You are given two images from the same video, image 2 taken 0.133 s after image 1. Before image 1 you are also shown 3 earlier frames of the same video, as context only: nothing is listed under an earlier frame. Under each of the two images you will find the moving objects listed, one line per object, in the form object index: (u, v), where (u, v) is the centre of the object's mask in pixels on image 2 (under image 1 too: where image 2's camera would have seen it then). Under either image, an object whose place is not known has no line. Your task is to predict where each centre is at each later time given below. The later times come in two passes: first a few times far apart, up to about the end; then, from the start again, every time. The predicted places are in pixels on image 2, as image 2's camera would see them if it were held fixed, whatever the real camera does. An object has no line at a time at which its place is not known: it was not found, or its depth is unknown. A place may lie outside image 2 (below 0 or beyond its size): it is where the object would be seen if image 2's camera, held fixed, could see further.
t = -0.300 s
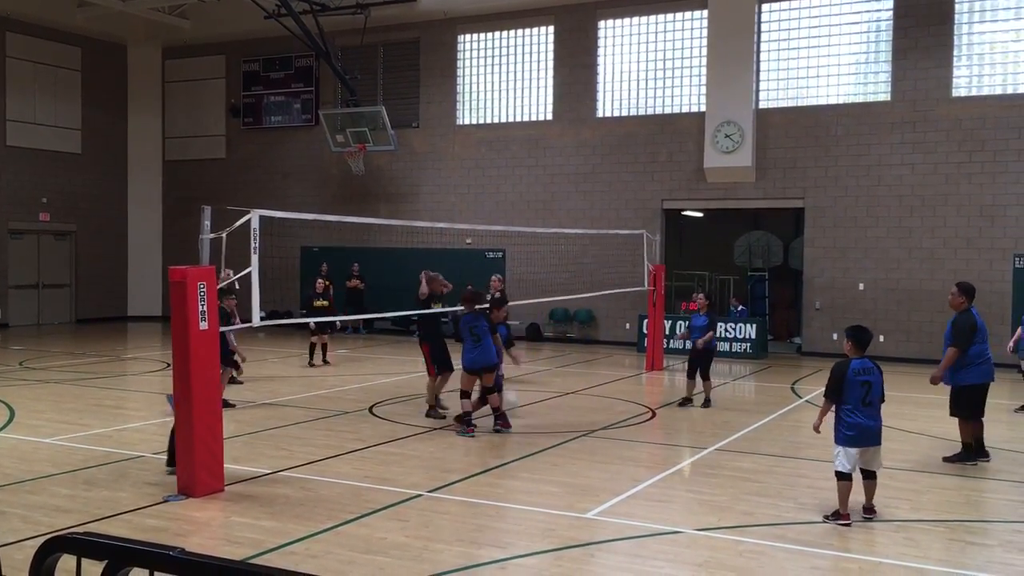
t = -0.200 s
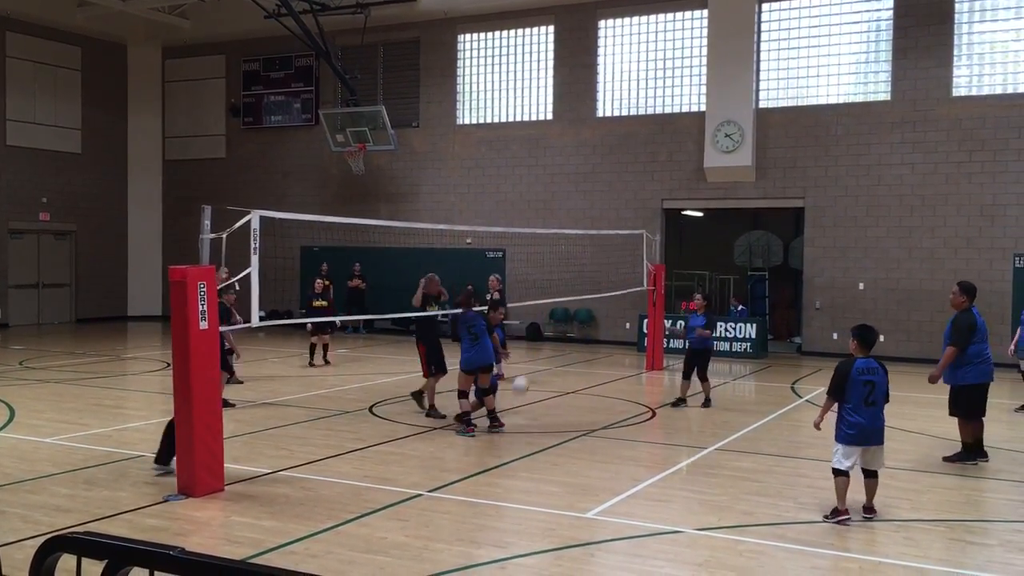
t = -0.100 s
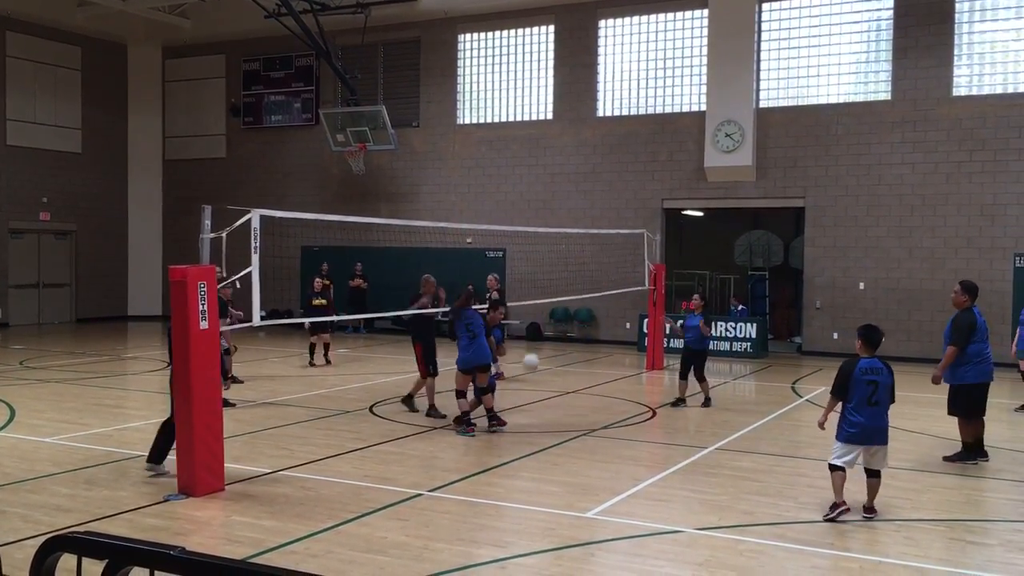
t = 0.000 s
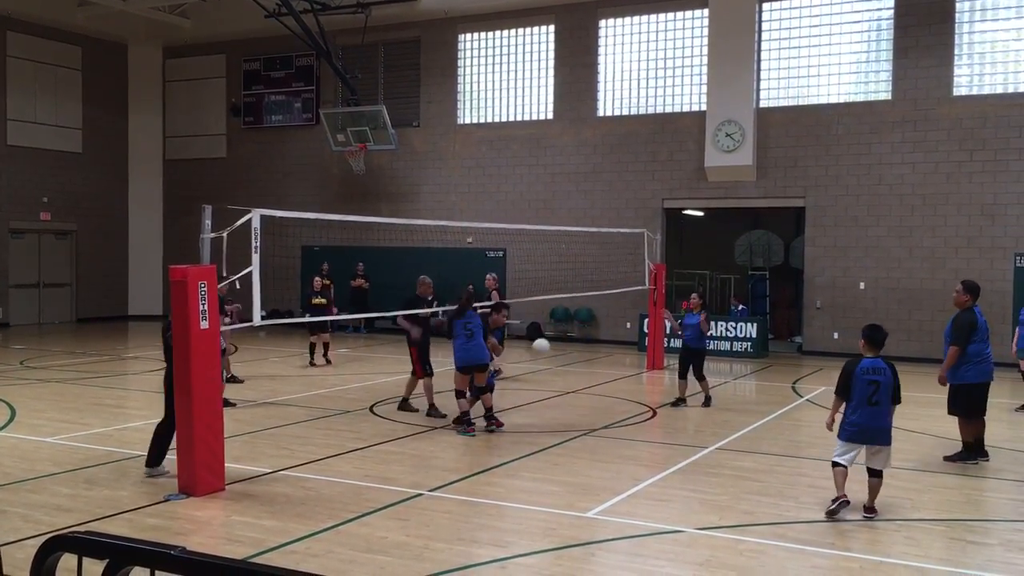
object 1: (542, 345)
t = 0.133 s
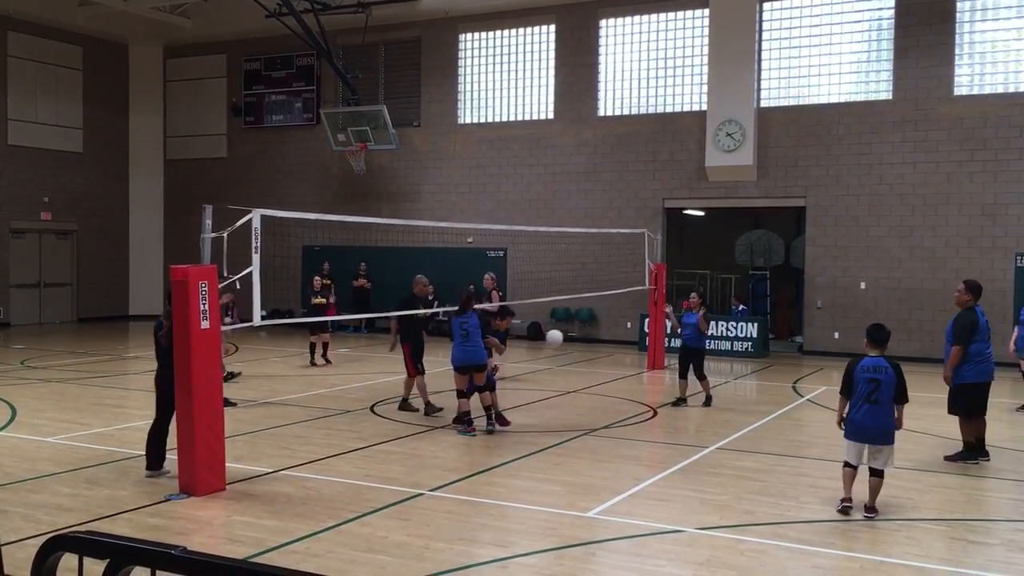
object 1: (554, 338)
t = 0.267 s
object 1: (567, 343)
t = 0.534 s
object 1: (592, 398)
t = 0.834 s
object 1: (619, 373)
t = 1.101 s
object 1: (643, 383)
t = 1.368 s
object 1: (668, 400)
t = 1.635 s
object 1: (691, 394)
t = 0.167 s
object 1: (557, 338)
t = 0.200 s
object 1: (560, 339)
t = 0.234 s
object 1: (564, 340)
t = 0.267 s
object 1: (567, 343)
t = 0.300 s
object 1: (570, 346)
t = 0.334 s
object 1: (573, 350)
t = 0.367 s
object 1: (576, 355)
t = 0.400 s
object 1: (579, 361)
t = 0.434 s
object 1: (582, 369)
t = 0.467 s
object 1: (585, 377)
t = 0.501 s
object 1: (589, 387)
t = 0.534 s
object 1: (592, 398)
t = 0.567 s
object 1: (594, 410)
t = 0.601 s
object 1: (598, 411)
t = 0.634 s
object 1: (601, 403)
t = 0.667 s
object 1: (604, 395)
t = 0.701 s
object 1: (607, 389)
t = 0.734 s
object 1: (610, 384)
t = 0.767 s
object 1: (613, 379)
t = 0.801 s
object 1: (616, 376)
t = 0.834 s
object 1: (619, 373)
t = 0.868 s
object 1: (623, 371)
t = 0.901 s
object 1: (626, 370)
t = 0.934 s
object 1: (629, 370)
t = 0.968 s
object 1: (632, 372)
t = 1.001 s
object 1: (635, 373)
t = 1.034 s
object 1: (637, 375)
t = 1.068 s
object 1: (641, 379)
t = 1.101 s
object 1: (643, 383)
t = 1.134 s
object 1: (646, 389)
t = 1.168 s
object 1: (649, 394)
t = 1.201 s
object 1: (652, 402)
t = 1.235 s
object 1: (655, 410)
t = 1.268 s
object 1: (658, 418)
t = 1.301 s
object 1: (661, 411)
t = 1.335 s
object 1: (665, 405)
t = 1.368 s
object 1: (668, 400)
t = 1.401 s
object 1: (670, 396)
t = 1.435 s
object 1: (673, 394)
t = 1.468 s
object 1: (676, 392)
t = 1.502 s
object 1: (680, 390)
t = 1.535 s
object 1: (683, 390)
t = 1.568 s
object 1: (686, 391)
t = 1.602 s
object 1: (688, 392)
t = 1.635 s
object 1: (691, 394)
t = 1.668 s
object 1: (694, 397)
